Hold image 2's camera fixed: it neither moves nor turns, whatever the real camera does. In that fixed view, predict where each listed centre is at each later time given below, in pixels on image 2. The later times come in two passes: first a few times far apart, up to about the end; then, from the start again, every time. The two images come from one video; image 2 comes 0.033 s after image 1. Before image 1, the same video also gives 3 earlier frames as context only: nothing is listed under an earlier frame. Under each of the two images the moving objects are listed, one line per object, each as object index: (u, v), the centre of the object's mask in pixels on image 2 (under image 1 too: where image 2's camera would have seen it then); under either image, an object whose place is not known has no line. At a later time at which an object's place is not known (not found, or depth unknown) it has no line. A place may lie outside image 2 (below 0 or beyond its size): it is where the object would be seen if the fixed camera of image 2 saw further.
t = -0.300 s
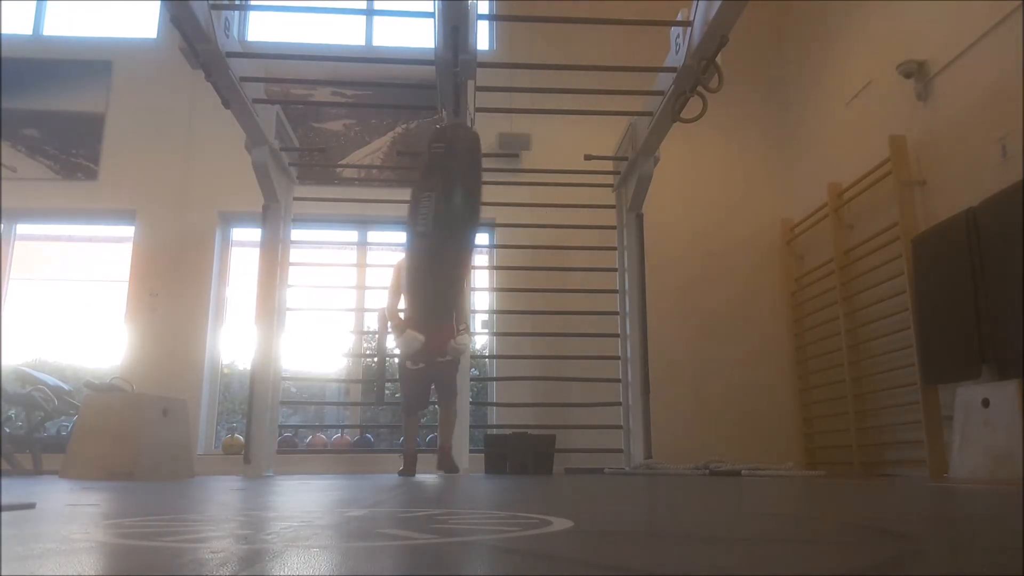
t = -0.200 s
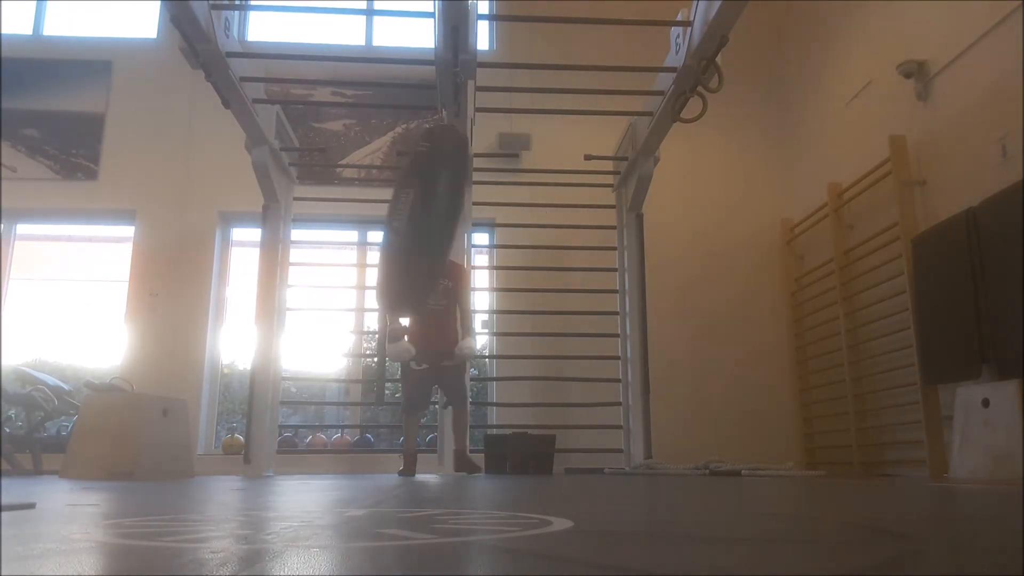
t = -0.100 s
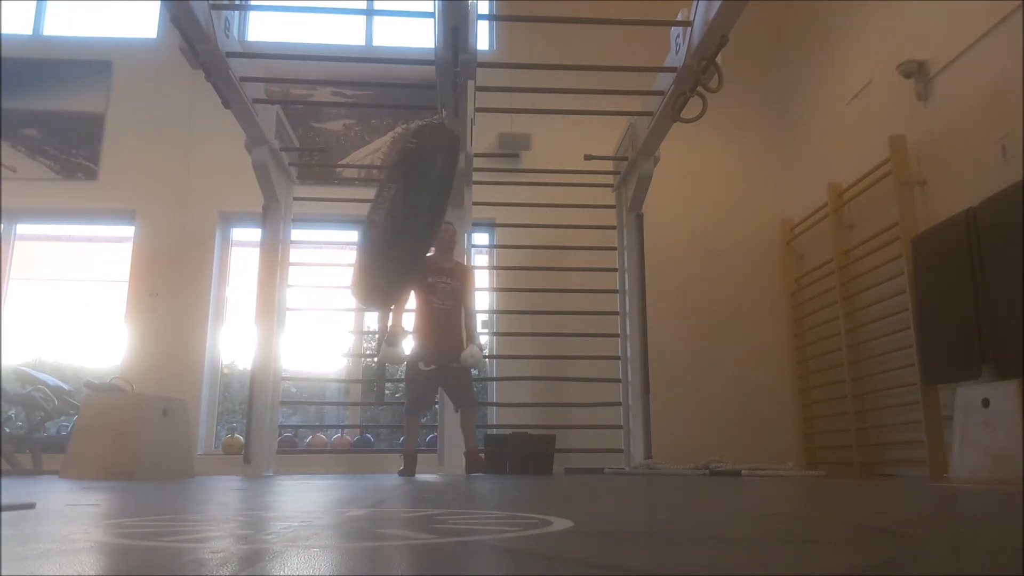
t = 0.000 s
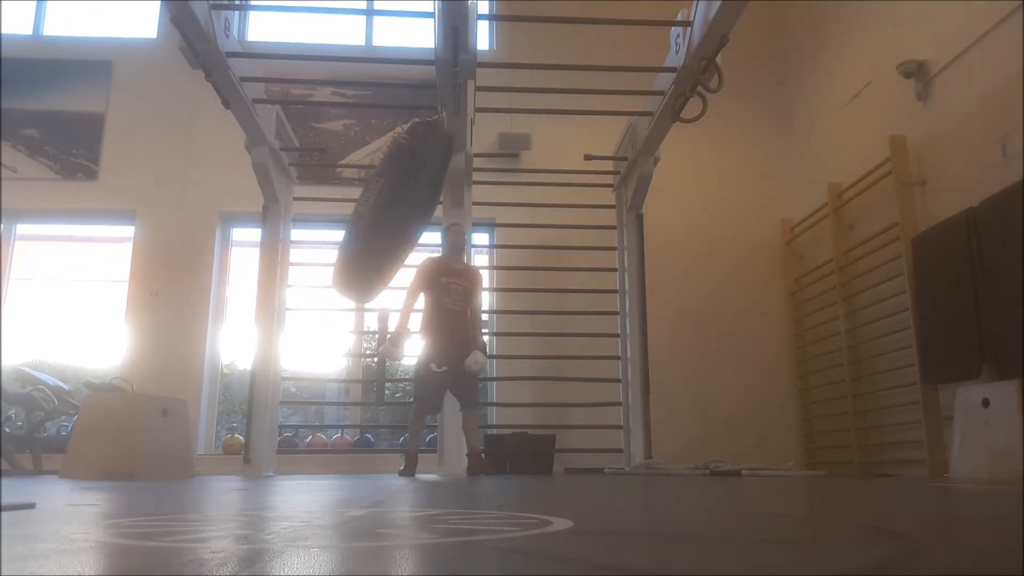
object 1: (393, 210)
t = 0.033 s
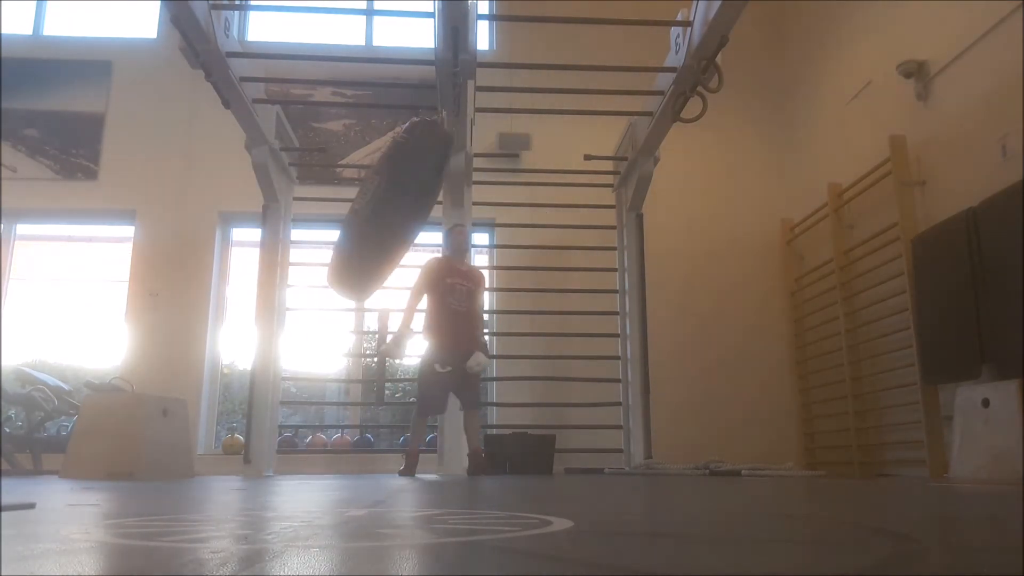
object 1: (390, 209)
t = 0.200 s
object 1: (383, 206)
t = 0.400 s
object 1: (394, 209)
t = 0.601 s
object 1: (427, 214)
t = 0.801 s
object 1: (472, 212)
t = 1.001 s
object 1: (511, 201)
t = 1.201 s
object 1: (529, 194)
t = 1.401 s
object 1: (527, 194)
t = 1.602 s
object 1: (501, 207)
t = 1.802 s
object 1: (459, 218)
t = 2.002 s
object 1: (418, 218)
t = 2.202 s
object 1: (393, 210)
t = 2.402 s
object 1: (387, 208)
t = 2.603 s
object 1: (403, 215)
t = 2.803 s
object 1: (435, 222)
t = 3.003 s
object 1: (475, 219)
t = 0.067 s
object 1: (387, 209)
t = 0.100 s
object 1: (385, 207)
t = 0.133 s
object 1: (384, 207)
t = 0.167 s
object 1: (383, 207)
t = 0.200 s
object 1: (383, 206)
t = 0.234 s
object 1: (383, 206)
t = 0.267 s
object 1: (384, 206)
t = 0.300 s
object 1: (386, 207)
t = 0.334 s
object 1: (388, 207)
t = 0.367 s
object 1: (391, 208)
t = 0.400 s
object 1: (394, 209)
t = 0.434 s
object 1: (398, 210)
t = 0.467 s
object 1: (403, 211)
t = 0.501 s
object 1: (408, 211)
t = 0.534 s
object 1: (413, 213)
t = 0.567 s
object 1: (421, 213)
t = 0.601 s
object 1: (427, 214)
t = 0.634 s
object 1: (434, 214)
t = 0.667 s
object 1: (441, 215)
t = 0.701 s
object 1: (449, 214)
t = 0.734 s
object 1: (457, 213)
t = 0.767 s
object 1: (464, 212)
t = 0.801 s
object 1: (472, 212)
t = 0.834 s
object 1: (479, 210)
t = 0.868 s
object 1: (486, 209)
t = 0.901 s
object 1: (493, 207)
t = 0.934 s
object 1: (499, 205)
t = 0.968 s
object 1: (506, 202)
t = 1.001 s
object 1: (511, 201)
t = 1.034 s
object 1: (516, 200)
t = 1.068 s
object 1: (520, 199)
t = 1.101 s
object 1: (523, 197)
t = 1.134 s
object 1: (526, 197)
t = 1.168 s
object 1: (528, 196)
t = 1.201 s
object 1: (529, 194)
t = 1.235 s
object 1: (531, 194)
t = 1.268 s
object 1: (531, 193)
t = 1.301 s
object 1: (531, 193)
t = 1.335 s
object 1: (530, 193)
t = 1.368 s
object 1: (528, 192)
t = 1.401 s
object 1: (527, 194)
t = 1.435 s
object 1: (524, 195)
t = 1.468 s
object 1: (521, 197)
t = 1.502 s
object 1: (517, 200)
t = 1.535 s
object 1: (513, 202)
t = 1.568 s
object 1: (507, 205)
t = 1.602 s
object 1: (501, 207)
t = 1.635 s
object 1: (495, 210)
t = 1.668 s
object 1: (488, 211)
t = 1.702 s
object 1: (480, 213)
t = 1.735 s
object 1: (474, 215)
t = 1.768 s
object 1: (466, 217)
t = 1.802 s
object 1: (459, 218)
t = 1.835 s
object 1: (452, 219)
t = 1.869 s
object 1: (444, 219)
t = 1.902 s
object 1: (437, 220)
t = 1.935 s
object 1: (431, 219)
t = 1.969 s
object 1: (424, 218)
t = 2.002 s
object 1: (418, 218)
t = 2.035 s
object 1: (412, 216)
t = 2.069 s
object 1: (406, 212)
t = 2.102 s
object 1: (402, 213)
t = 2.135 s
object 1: (399, 212)
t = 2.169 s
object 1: (395, 211)
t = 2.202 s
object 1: (393, 210)
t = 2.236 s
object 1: (390, 210)
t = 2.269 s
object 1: (389, 209)
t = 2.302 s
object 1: (388, 209)
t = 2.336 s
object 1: (387, 208)
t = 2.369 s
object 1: (387, 208)
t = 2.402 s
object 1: (387, 208)
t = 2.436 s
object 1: (389, 209)
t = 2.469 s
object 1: (390, 209)
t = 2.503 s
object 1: (393, 210)
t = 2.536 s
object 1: (395, 211)
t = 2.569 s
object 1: (399, 212)
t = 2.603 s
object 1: (403, 215)
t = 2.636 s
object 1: (407, 217)
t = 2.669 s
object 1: (412, 217)
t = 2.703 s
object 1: (417, 219)
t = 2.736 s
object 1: (423, 219)
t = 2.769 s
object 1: (429, 221)
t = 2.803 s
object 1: (435, 222)
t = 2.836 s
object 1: (441, 222)
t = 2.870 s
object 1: (448, 223)
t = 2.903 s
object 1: (455, 221)
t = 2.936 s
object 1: (462, 221)
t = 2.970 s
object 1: (468, 220)
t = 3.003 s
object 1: (475, 219)
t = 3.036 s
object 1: (481, 217)
